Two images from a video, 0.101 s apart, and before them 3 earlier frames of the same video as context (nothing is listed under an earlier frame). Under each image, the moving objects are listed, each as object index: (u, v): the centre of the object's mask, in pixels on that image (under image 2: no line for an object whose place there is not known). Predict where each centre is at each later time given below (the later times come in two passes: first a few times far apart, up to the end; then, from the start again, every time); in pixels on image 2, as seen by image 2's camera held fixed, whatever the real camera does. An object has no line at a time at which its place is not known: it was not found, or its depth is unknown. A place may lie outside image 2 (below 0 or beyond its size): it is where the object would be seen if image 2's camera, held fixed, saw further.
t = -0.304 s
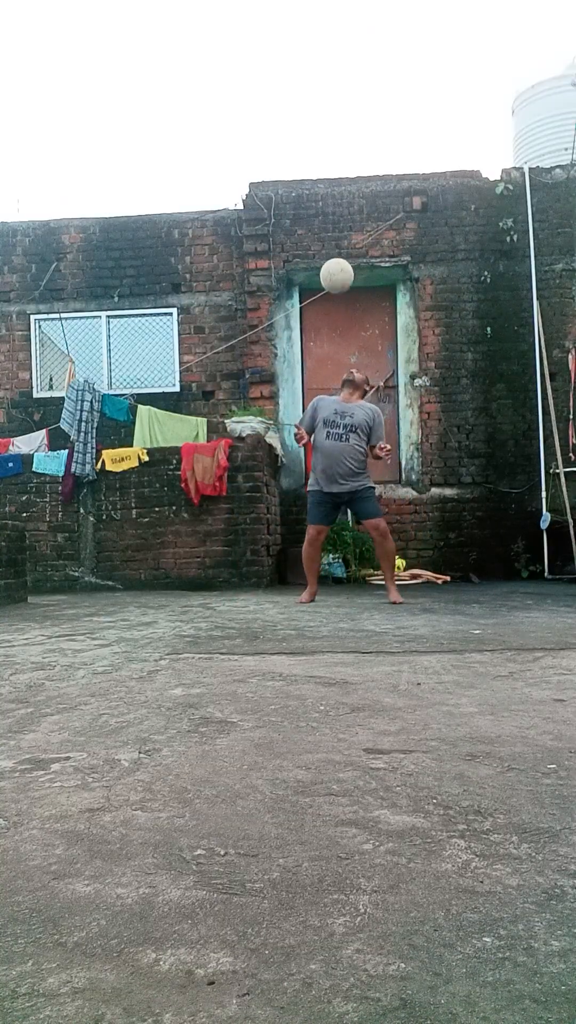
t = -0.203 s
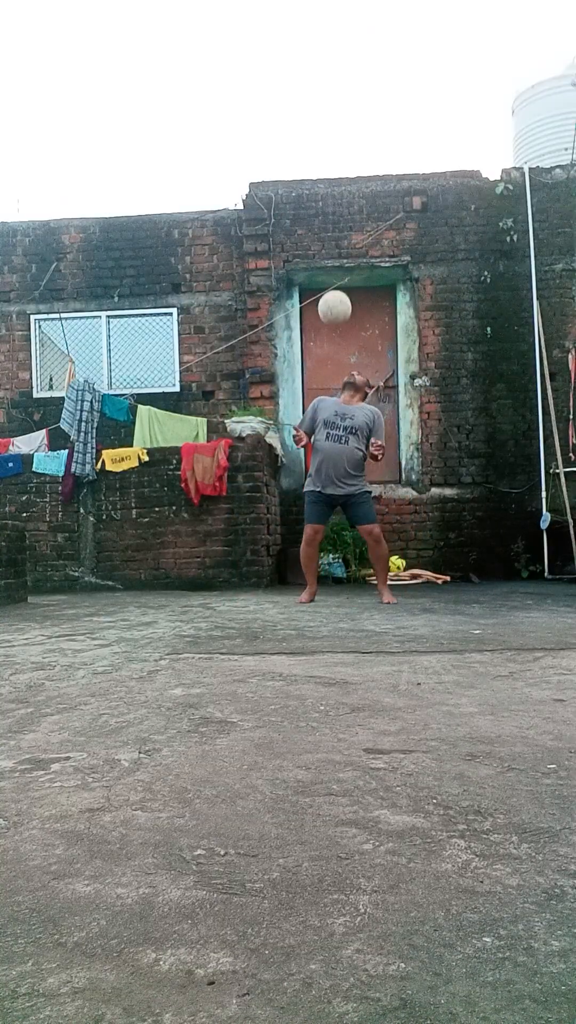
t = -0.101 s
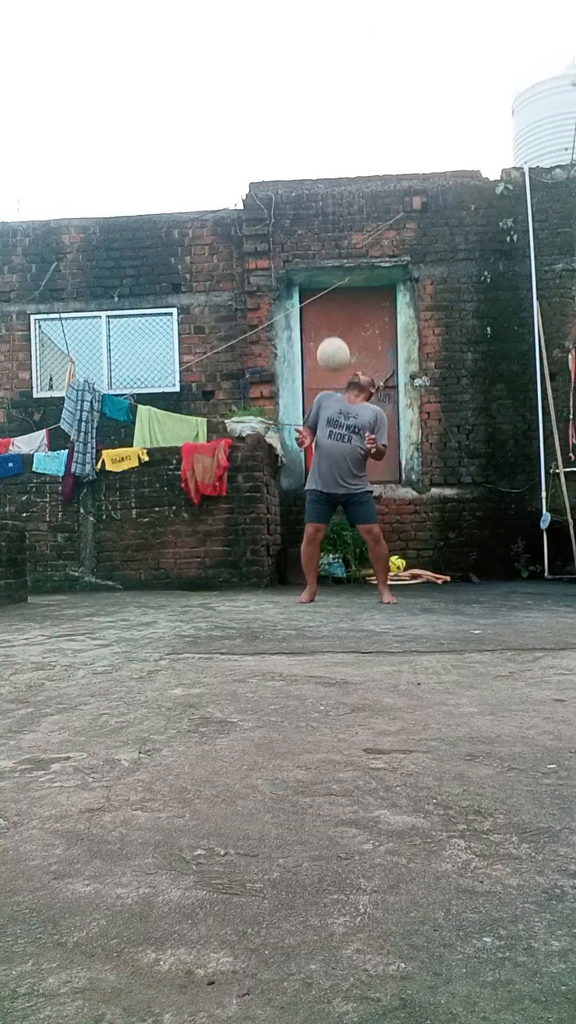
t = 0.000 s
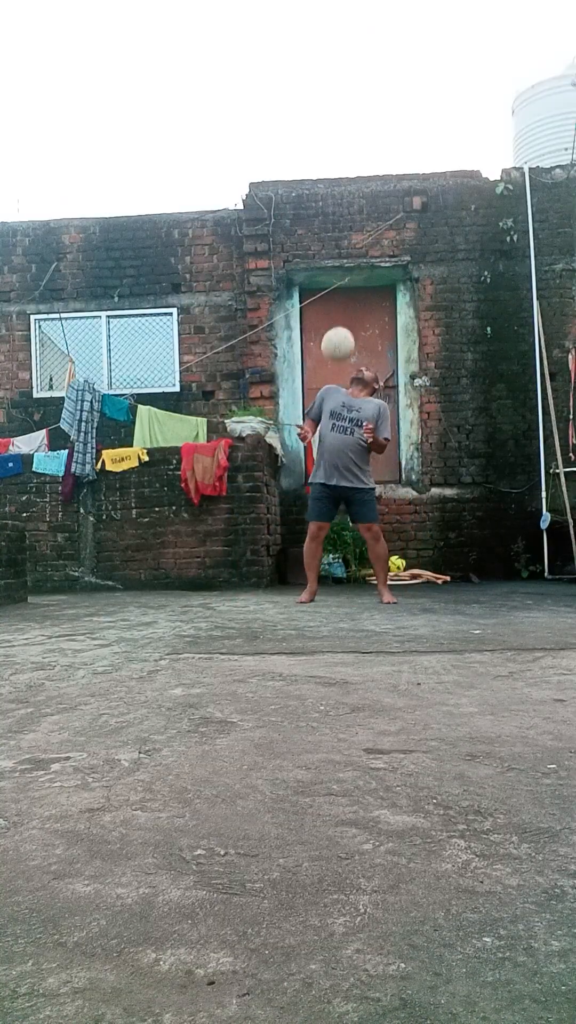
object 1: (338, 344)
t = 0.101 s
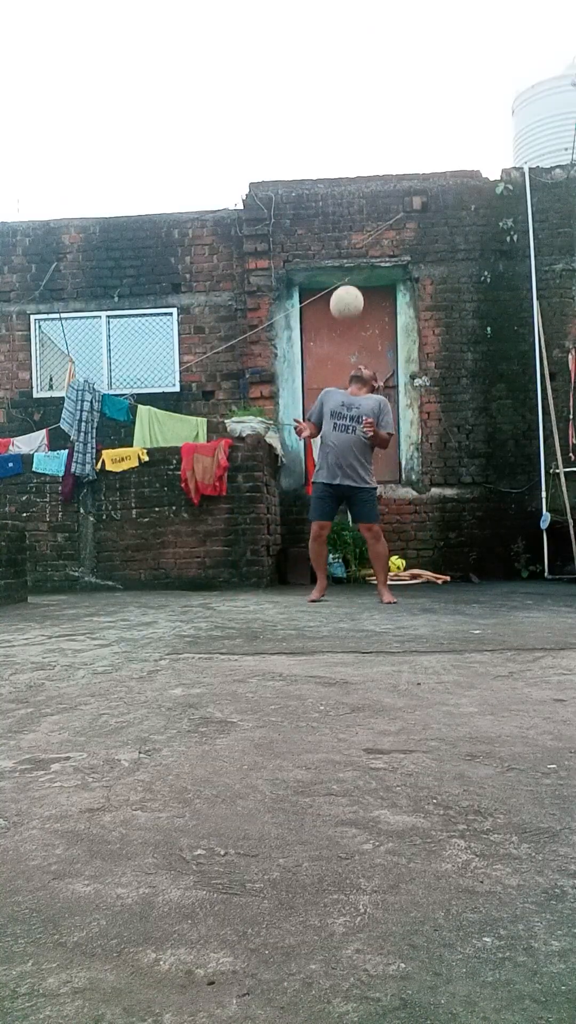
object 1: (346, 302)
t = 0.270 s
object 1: (362, 267)
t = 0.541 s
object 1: (389, 297)
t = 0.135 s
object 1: (350, 292)
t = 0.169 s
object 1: (353, 284)
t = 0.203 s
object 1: (356, 277)
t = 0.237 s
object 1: (359, 271)
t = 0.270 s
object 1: (362, 267)
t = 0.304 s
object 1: (365, 265)
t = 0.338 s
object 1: (369, 264)
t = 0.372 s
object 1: (372, 266)
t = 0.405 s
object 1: (375, 269)
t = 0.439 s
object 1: (379, 273)
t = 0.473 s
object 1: (382, 280)
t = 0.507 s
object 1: (386, 287)
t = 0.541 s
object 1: (389, 297)
